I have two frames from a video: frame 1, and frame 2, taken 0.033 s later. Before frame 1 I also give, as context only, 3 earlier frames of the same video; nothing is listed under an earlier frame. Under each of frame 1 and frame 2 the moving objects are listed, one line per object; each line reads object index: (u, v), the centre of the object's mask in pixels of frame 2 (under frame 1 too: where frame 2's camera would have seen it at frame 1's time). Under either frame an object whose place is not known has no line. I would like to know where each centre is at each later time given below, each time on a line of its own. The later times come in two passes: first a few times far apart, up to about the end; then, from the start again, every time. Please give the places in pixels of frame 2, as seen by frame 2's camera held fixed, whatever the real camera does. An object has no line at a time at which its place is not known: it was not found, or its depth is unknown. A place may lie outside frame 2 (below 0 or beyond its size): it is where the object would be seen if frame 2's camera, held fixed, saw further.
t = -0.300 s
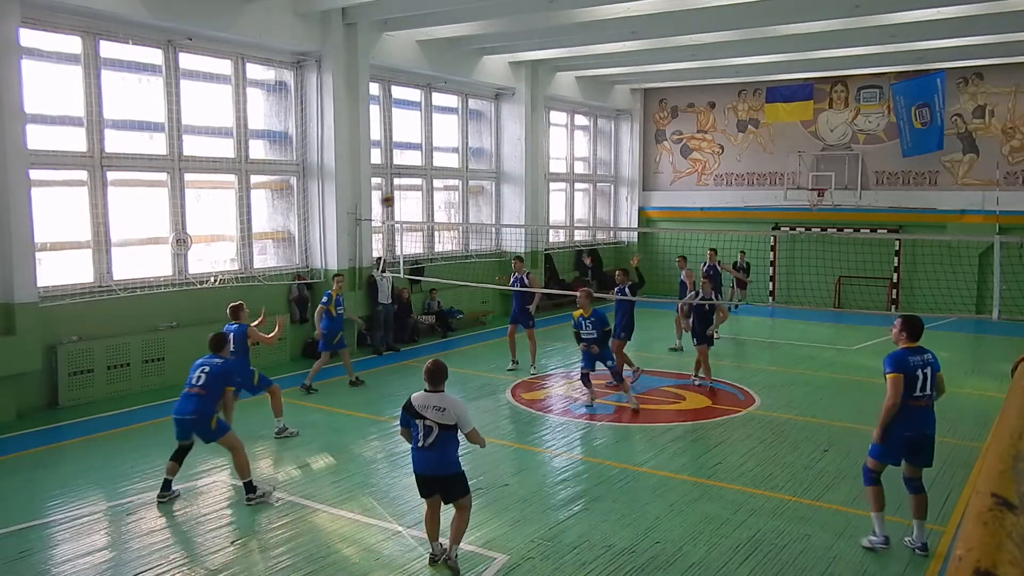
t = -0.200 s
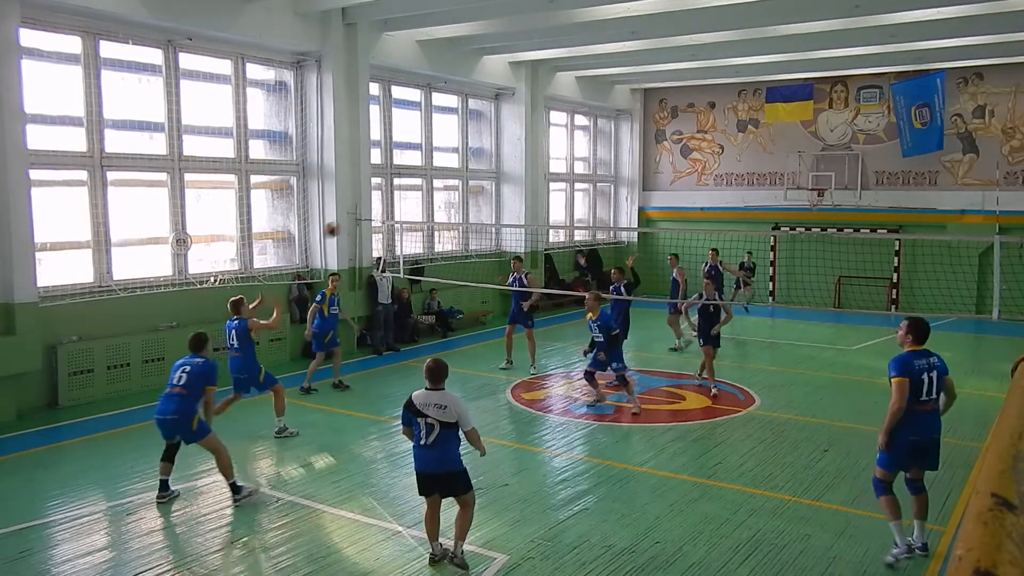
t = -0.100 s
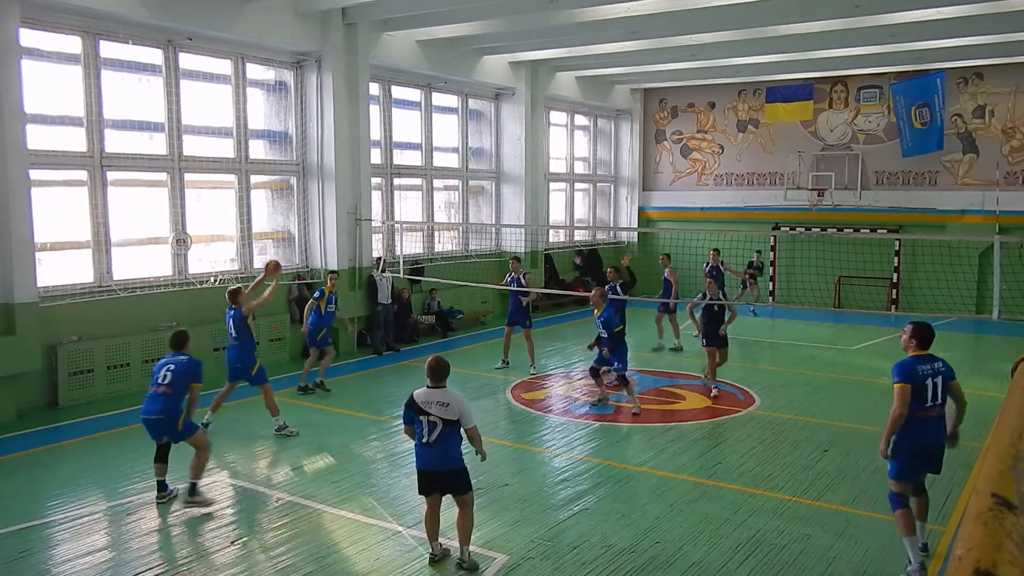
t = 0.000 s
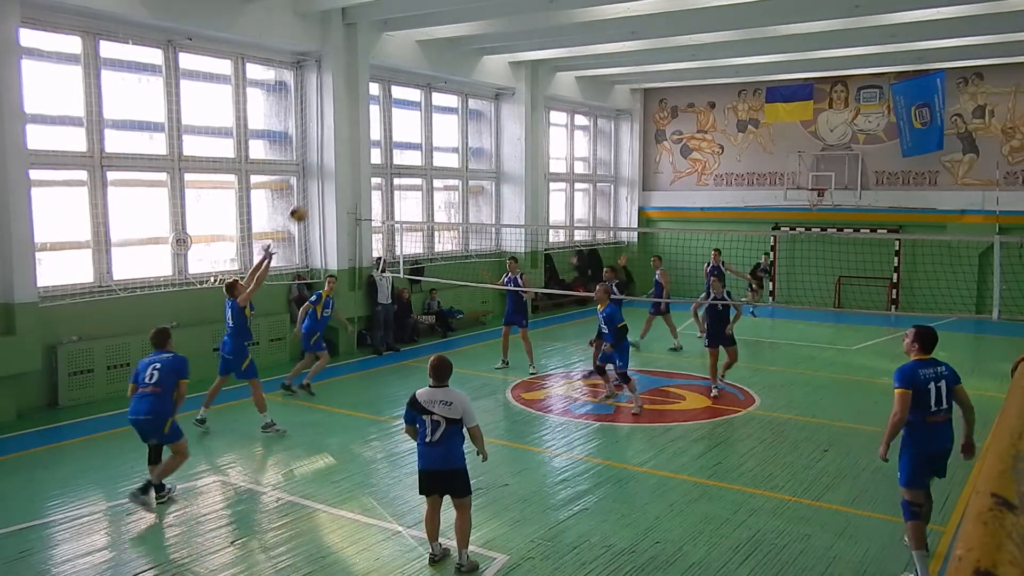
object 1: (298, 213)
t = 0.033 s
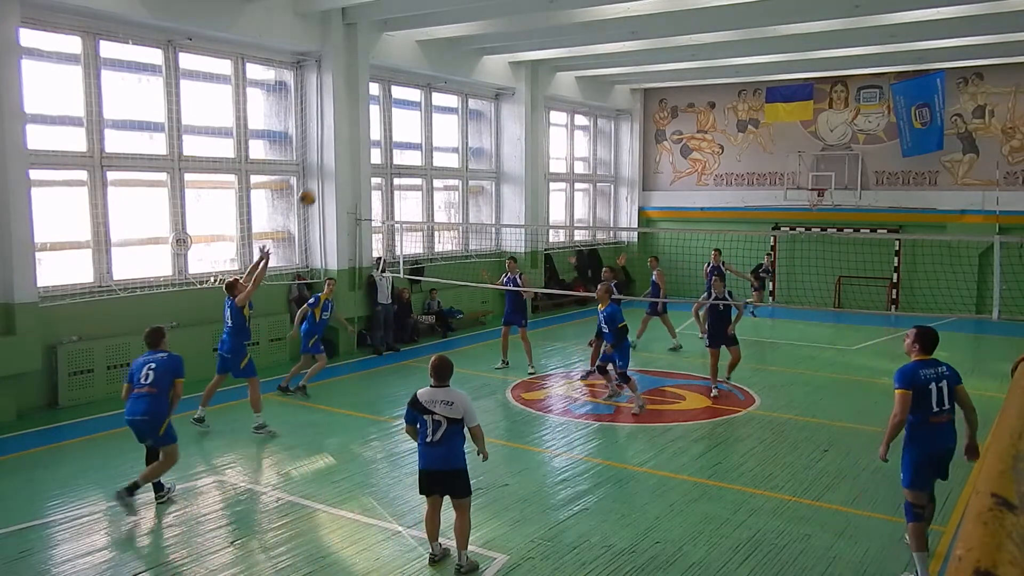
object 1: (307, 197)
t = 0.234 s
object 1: (366, 118)
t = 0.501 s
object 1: (446, 62)
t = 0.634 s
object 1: (483, 57)
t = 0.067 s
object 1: (317, 181)
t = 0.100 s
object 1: (326, 167)
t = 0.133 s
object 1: (337, 153)
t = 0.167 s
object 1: (347, 139)
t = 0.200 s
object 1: (357, 128)
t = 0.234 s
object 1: (366, 118)
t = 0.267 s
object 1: (377, 107)
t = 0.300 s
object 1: (386, 98)
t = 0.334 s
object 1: (397, 90)
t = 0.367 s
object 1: (408, 81)
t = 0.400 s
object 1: (417, 76)
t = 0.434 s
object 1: (426, 70)
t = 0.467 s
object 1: (435, 66)
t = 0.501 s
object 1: (446, 62)
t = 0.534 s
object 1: (455, 60)
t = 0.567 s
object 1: (465, 58)
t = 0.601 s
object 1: (474, 57)
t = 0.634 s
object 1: (483, 57)
